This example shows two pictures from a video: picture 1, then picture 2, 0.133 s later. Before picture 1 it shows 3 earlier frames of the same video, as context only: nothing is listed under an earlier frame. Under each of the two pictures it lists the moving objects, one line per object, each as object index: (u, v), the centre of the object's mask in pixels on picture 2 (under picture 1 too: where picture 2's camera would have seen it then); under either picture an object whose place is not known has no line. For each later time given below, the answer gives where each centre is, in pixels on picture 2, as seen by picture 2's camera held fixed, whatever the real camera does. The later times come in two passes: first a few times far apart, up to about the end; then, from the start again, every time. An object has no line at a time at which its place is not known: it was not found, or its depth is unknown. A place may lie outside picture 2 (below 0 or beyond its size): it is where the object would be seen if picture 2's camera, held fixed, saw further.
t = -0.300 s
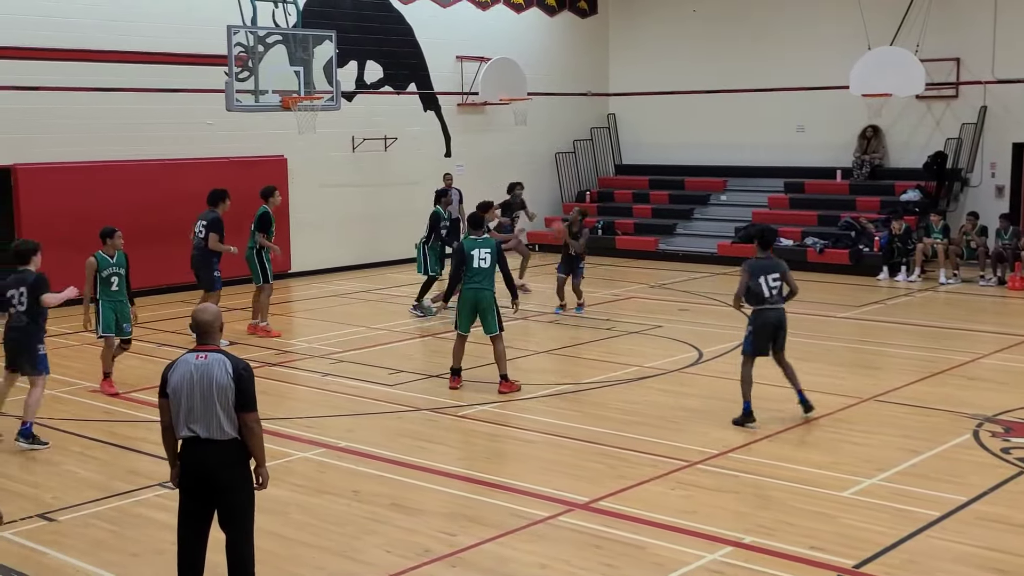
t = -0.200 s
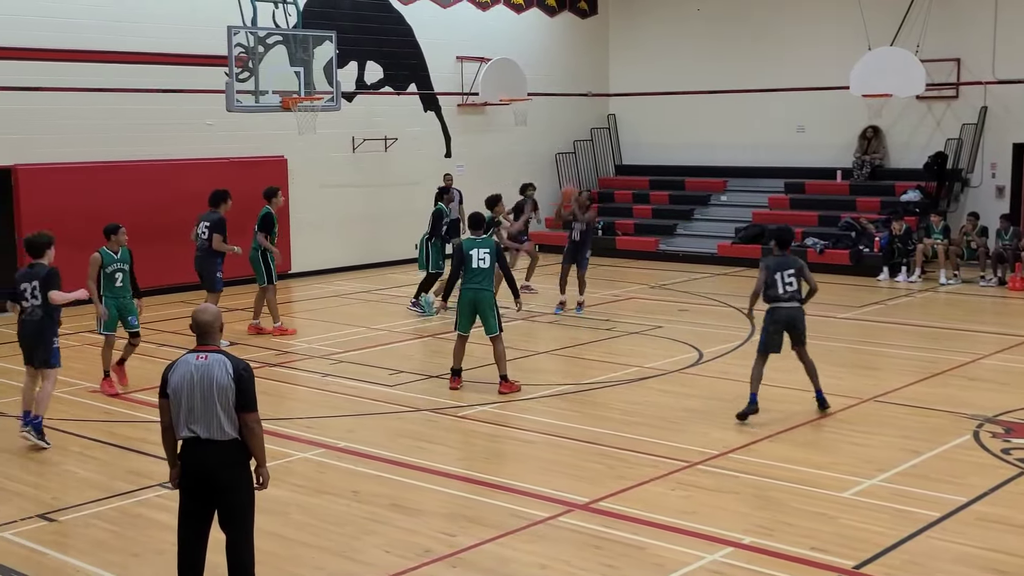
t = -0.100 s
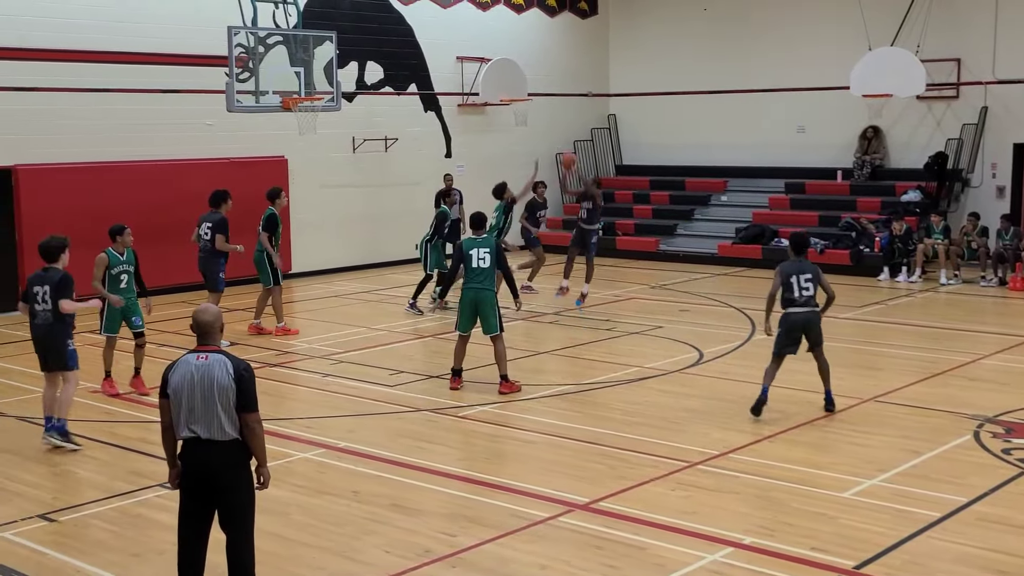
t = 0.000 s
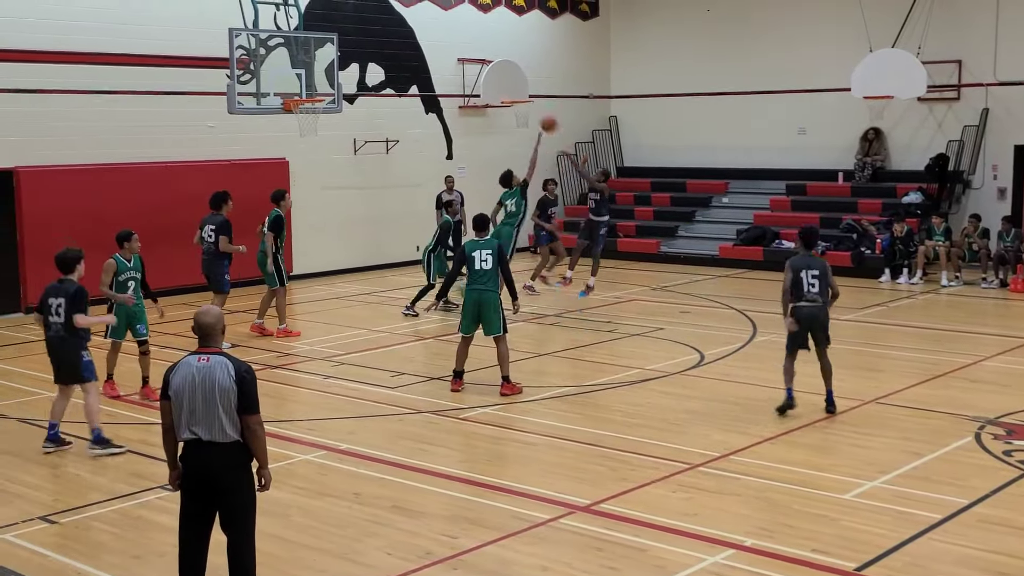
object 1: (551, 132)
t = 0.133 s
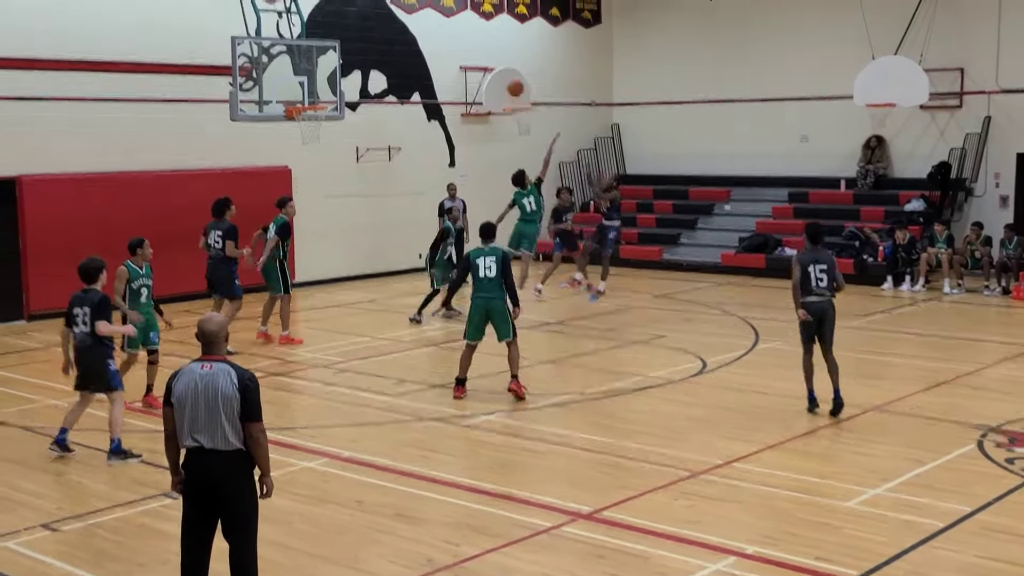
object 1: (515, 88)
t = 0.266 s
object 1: (480, 57)
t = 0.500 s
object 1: (419, 35)
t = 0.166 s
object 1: (507, 80)
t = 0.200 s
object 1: (497, 71)
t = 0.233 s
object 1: (489, 63)
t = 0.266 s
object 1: (480, 57)
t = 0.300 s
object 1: (471, 51)
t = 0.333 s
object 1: (462, 46)
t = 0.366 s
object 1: (453, 42)
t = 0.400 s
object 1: (445, 39)
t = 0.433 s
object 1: (436, 36)
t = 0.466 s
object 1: (428, 35)
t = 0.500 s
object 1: (419, 35)
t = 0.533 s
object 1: (410, 35)
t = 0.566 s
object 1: (403, 35)
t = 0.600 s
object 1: (394, 37)
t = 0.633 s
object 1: (386, 40)
